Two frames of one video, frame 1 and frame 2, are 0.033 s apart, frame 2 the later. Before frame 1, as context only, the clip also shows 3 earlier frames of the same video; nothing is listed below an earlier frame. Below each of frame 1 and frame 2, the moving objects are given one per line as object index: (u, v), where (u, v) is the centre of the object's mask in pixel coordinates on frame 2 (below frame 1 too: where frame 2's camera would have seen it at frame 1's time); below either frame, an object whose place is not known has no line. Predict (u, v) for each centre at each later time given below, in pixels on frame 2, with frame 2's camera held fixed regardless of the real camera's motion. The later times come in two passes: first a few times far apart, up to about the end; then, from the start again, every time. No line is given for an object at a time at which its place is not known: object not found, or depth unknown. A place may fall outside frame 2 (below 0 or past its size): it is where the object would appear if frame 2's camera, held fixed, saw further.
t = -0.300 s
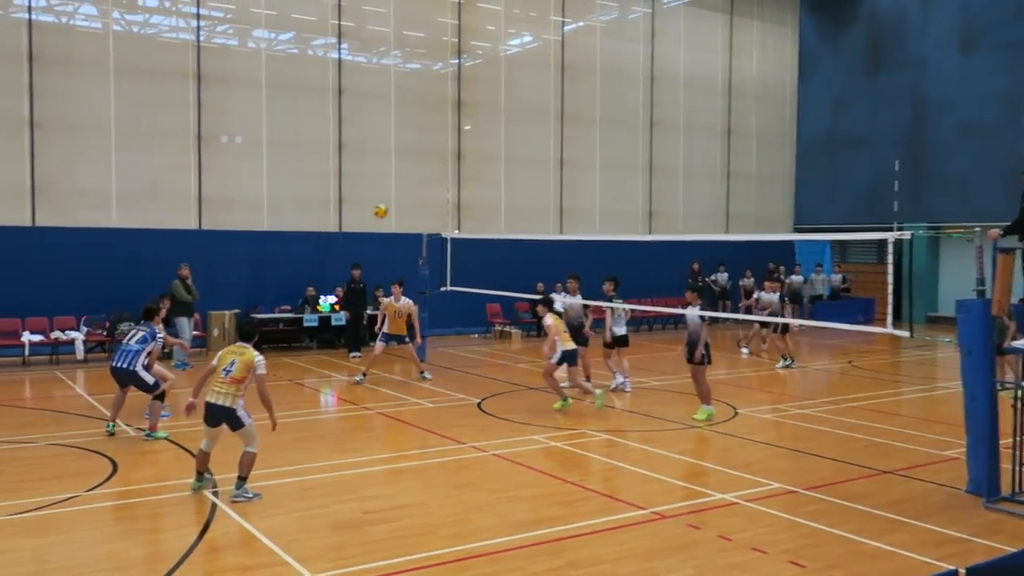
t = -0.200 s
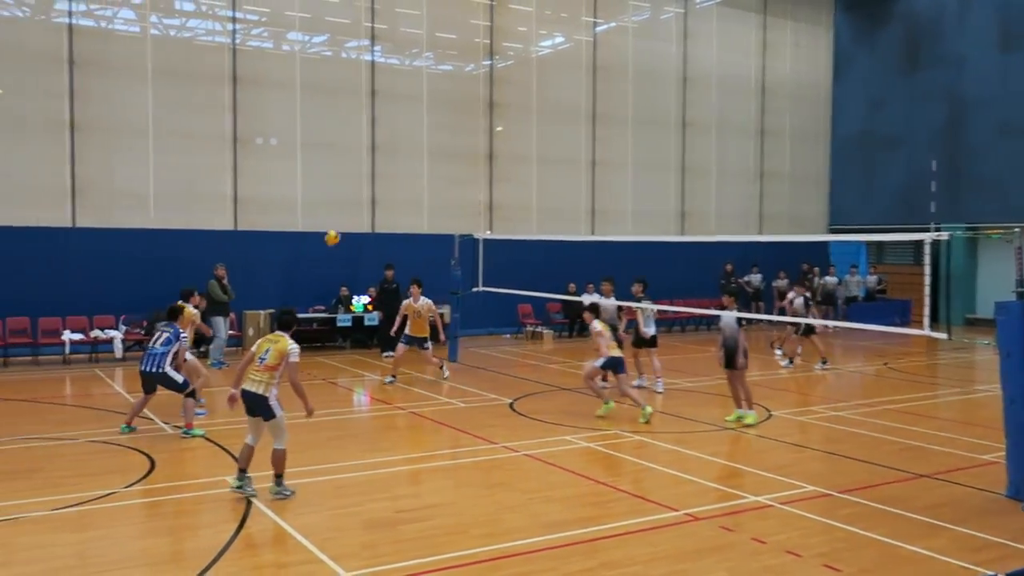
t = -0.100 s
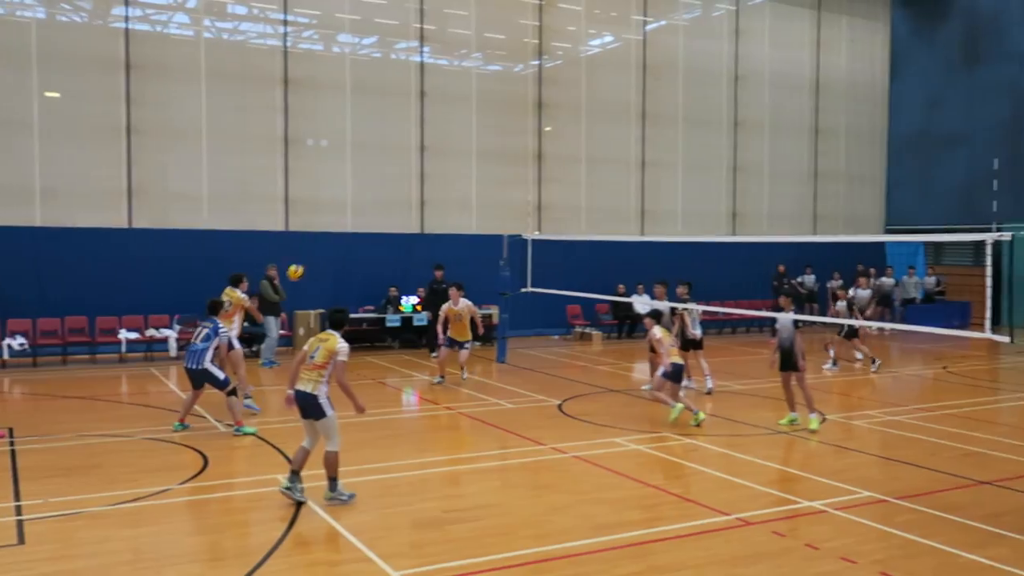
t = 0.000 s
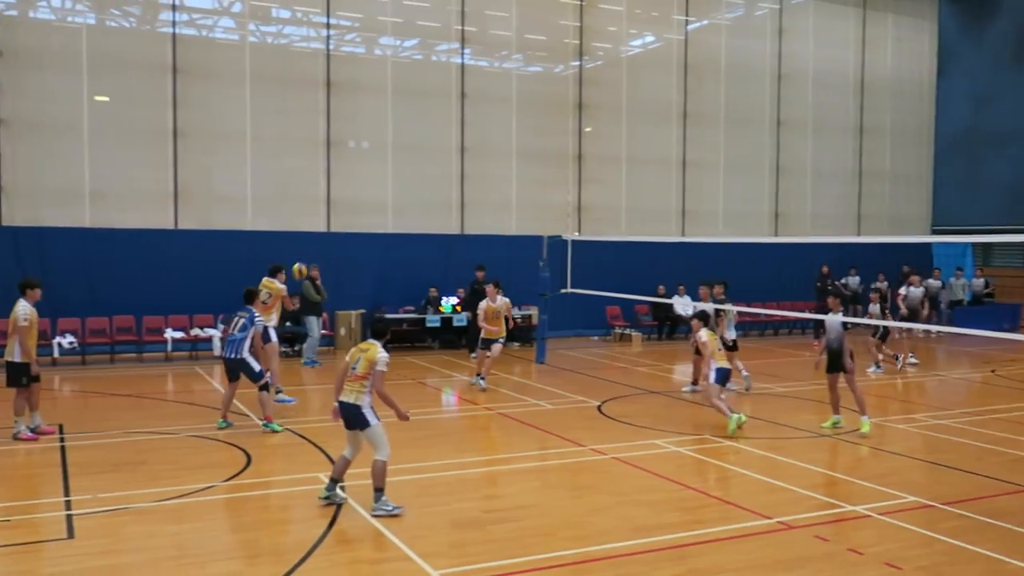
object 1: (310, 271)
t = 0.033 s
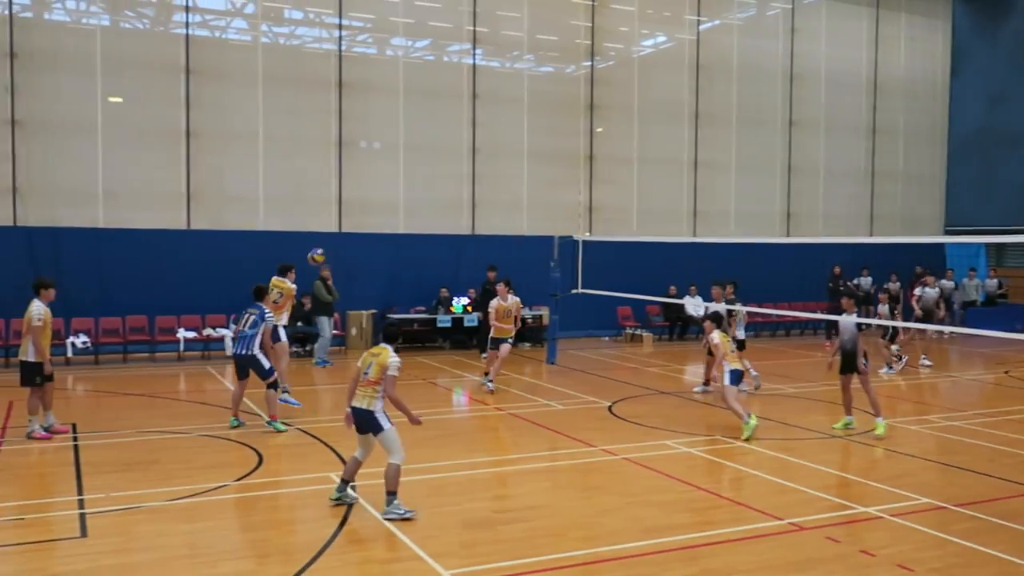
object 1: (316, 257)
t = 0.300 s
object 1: (364, 166)
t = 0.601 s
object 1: (419, 128)
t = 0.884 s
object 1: (473, 158)
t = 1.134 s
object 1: (523, 245)
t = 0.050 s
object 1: (320, 249)
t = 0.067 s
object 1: (323, 242)
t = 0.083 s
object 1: (325, 236)
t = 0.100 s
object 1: (327, 230)
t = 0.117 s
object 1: (331, 224)
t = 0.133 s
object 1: (334, 218)
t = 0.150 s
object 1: (337, 212)
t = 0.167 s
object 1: (340, 206)
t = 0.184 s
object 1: (343, 200)
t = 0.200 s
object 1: (346, 194)
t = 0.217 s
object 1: (348, 189)
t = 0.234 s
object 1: (351, 184)
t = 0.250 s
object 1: (355, 179)
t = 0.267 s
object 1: (358, 175)
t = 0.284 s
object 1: (361, 170)
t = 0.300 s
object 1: (364, 166)
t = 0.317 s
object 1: (367, 163)
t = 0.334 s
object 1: (370, 158)
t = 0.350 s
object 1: (372, 155)
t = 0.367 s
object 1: (376, 151)
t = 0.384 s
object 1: (379, 148)
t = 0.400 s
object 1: (382, 145)
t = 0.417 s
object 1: (384, 143)
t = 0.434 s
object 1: (387, 140)
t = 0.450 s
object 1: (390, 138)
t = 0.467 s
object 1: (393, 137)
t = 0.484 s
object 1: (396, 135)
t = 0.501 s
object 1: (399, 133)
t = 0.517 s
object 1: (403, 131)
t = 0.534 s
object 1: (406, 130)
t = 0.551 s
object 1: (409, 129)
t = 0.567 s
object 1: (412, 128)
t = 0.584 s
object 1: (415, 127)
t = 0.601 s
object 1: (419, 128)
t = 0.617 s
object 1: (422, 127)
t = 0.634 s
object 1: (425, 128)
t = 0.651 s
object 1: (428, 128)
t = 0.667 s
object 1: (431, 128)
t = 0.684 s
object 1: (434, 129)
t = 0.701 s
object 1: (438, 130)
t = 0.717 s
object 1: (440, 132)
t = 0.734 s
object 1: (443, 134)
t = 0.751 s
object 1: (447, 134)
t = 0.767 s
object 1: (451, 136)
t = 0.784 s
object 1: (453, 139)
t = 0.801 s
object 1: (457, 142)
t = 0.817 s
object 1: (459, 145)
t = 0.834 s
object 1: (463, 147)
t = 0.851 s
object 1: (467, 150)
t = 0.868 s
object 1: (470, 154)
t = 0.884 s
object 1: (473, 158)
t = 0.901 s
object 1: (476, 162)
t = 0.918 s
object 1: (479, 166)
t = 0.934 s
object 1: (482, 171)
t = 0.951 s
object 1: (486, 176)
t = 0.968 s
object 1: (489, 181)
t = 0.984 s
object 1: (493, 187)
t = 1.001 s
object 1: (496, 191)
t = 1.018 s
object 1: (499, 197)
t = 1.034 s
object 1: (503, 204)
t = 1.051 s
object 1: (506, 210)
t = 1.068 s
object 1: (509, 217)
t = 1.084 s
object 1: (513, 224)
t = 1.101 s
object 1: (517, 231)
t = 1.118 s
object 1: (520, 238)
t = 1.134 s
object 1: (523, 245)
